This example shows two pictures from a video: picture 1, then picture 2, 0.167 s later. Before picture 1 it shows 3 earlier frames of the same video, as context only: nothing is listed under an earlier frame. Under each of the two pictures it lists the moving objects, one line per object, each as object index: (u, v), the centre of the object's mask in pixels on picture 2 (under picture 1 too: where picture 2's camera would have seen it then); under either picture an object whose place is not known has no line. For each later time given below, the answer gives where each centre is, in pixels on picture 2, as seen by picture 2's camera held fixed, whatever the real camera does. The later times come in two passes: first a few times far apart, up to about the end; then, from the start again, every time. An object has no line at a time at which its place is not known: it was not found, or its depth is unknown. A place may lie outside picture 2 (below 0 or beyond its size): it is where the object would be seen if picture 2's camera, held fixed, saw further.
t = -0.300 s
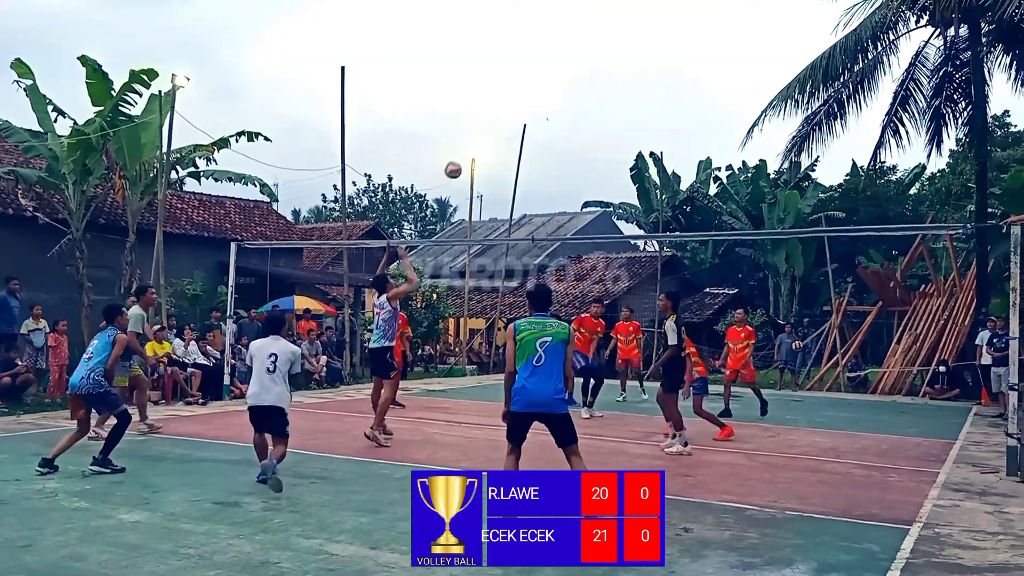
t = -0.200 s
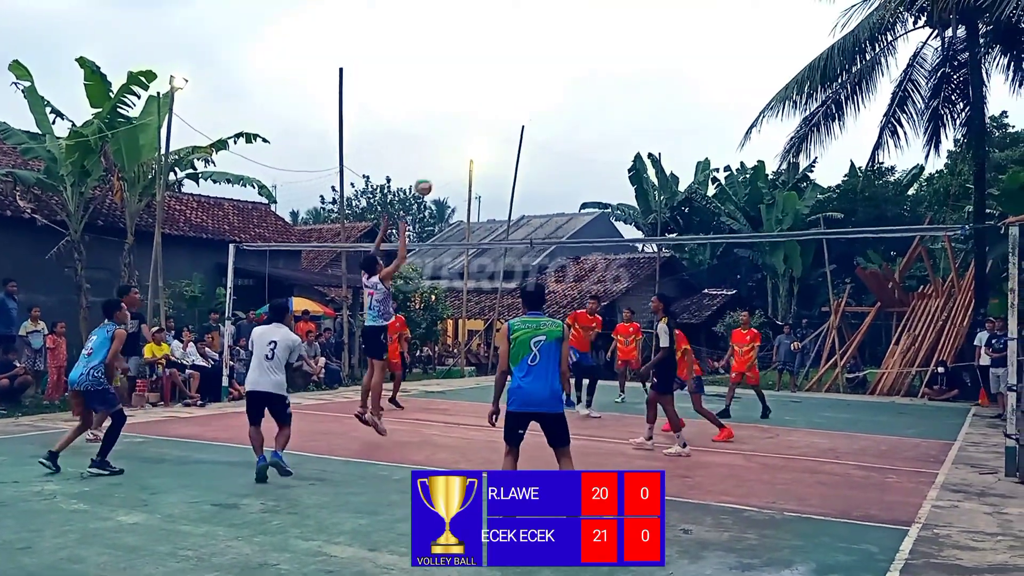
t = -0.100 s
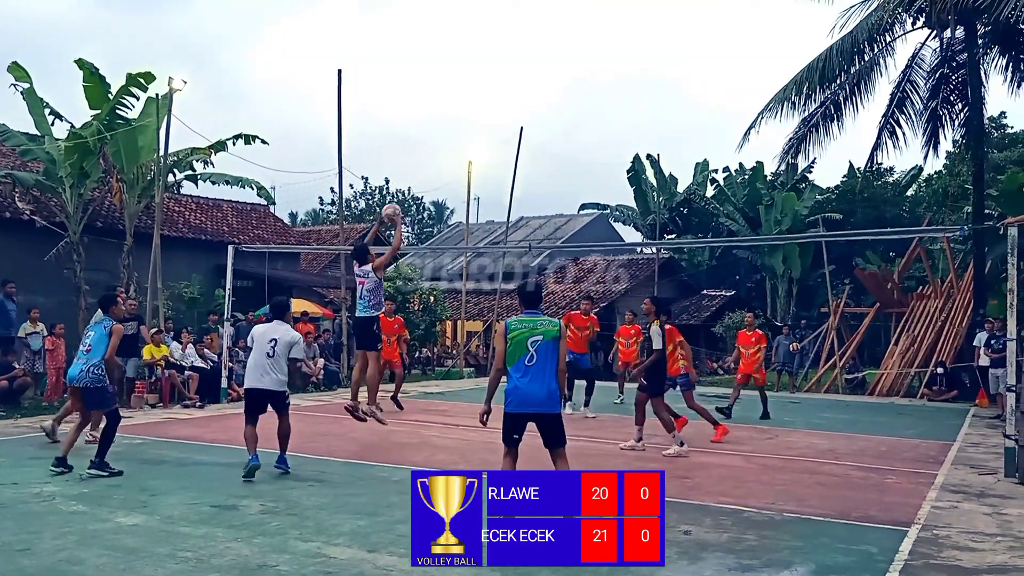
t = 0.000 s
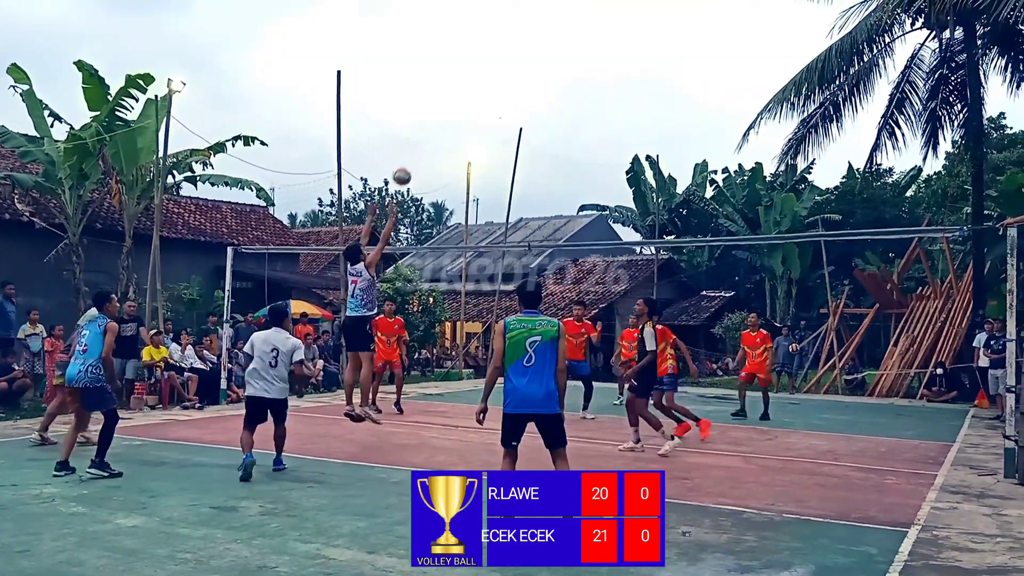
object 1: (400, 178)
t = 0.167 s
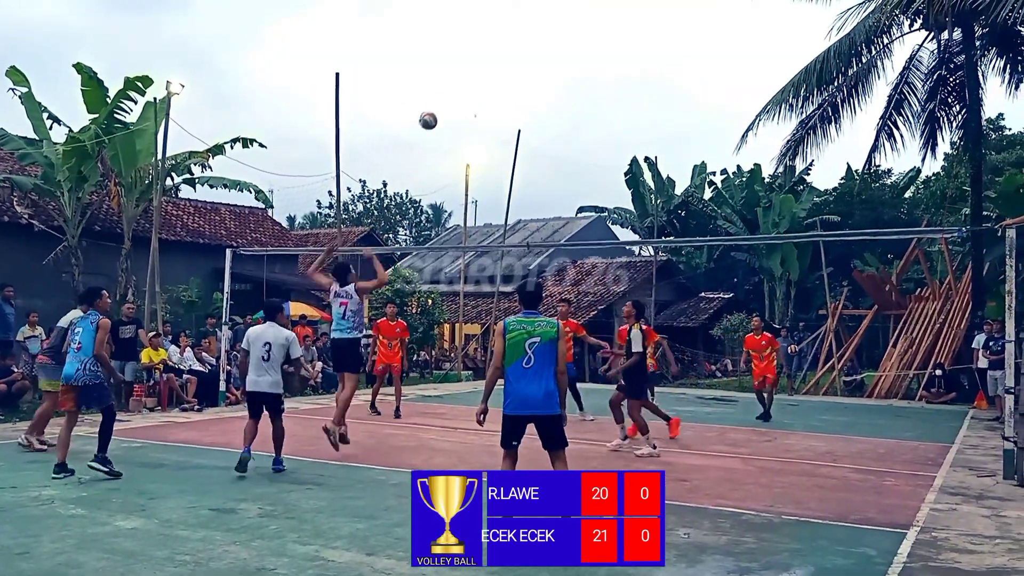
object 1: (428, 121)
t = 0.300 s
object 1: (449, 93)
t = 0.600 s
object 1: (494, 91)
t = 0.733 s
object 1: (513, 115)
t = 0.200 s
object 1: (433, 112)
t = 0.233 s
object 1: (439, 105)
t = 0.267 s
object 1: (444, 98)
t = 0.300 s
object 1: (449, 93)
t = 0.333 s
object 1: (454, 89)
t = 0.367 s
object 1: (460, 86)
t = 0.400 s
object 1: (465, 83)
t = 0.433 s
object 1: (470, 82)
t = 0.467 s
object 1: (475, 82)
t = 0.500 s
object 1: (479, 83)
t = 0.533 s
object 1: (484, 84)
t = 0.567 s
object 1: (489, 87)
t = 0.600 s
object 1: (494, 91)
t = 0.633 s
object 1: (499, 95)
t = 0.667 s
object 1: (503, 101)
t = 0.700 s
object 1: (508, 108)
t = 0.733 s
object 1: (513, 115)
